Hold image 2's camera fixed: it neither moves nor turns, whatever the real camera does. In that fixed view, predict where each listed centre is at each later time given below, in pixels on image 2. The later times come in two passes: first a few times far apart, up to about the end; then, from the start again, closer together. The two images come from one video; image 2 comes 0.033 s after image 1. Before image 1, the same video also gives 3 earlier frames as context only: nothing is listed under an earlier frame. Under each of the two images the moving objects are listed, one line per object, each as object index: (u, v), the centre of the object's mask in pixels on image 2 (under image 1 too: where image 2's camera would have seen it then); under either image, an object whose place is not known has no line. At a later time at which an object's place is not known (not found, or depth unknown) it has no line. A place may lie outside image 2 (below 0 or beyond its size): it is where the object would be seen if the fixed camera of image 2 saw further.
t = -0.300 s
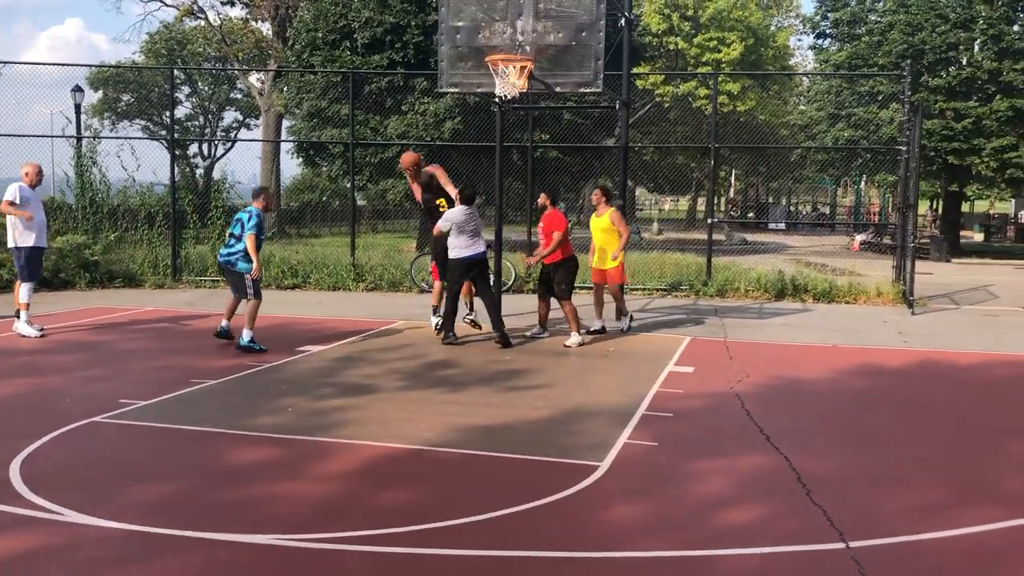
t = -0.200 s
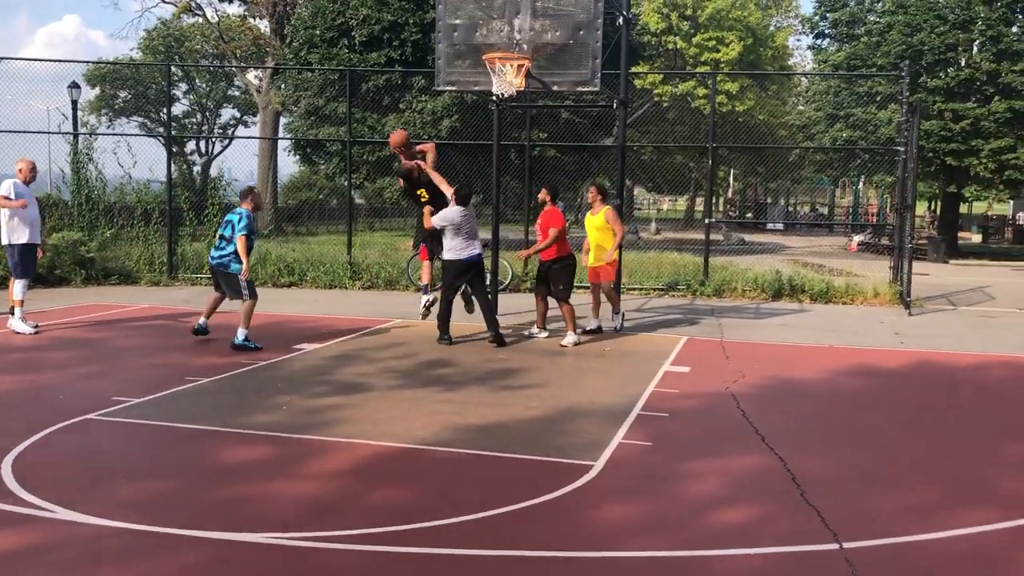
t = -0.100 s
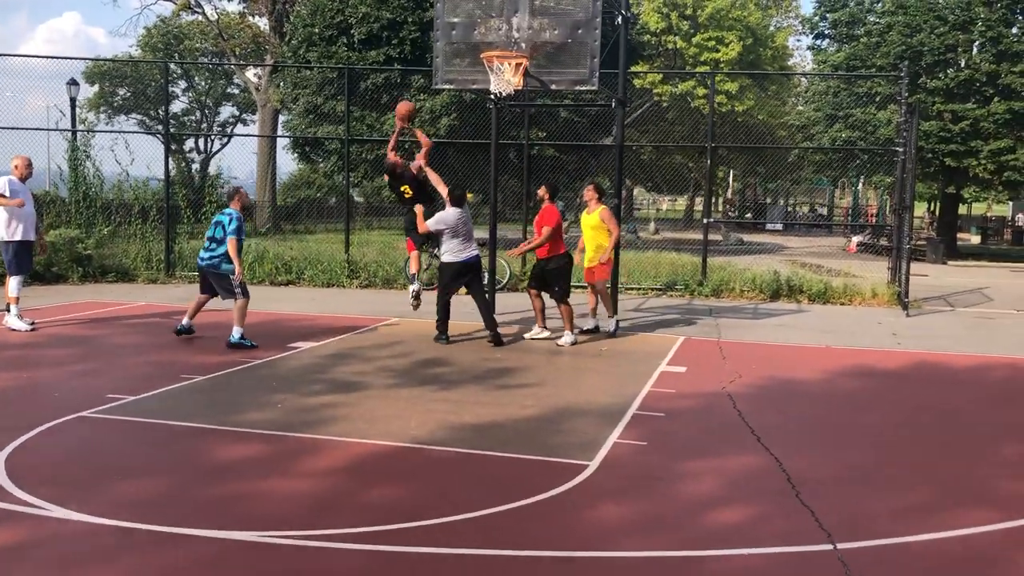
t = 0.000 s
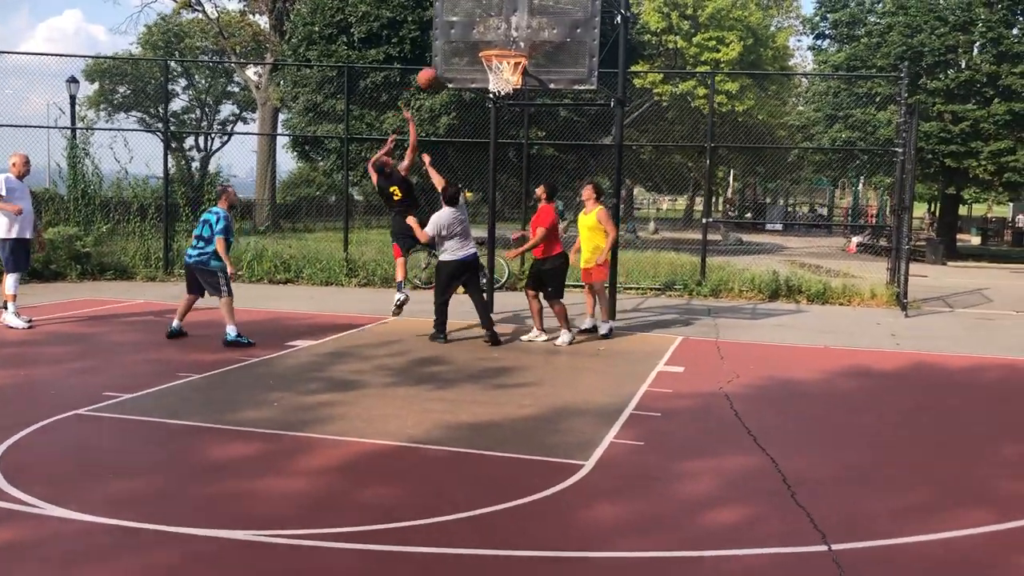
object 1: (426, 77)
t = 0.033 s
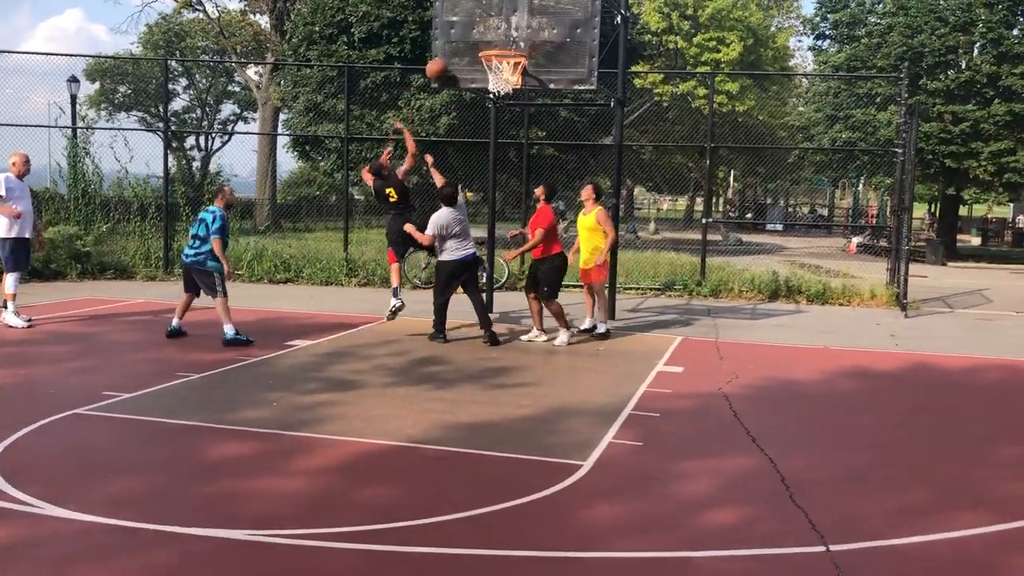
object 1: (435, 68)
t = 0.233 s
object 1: (478, 38)
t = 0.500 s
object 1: (509, 44)
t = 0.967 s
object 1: (465, 43)
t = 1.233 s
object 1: (446, 101)
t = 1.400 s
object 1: (433, 171)
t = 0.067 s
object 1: (444, 60)
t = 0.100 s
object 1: (453, 53)
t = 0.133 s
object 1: (462, 47)
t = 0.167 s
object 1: (468, 44)
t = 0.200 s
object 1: (473, 40)
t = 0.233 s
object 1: (478, 38)
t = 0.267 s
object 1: (486, 39)
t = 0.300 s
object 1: (491, 39)
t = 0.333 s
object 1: (496, 39)
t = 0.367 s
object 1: (503, 42)
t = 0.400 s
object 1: (510, 44)
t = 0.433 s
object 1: (512, 45)
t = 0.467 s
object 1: (510, 44)
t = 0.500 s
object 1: (509, 44)
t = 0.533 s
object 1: (507, 43)
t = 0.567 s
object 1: (503, 41)
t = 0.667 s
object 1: (488, 40)
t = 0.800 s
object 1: (478, 38)
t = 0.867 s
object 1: (475, 39)
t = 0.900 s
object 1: (472, 39)
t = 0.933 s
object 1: (469, 40)
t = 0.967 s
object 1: (465, 43)
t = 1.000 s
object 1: (463, 46)
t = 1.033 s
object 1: (460, 51)
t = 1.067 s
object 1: (459, 56)
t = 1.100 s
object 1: (457, 63)
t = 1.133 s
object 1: (454, 71)
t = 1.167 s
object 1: (451, 80)
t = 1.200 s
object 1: (448, 89)
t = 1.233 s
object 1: (446, 101)
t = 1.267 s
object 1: (443, 111)
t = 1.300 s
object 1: (440, 125)
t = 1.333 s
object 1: (438, 139)
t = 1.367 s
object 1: (436, 154)
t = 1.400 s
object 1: (433, 171)
